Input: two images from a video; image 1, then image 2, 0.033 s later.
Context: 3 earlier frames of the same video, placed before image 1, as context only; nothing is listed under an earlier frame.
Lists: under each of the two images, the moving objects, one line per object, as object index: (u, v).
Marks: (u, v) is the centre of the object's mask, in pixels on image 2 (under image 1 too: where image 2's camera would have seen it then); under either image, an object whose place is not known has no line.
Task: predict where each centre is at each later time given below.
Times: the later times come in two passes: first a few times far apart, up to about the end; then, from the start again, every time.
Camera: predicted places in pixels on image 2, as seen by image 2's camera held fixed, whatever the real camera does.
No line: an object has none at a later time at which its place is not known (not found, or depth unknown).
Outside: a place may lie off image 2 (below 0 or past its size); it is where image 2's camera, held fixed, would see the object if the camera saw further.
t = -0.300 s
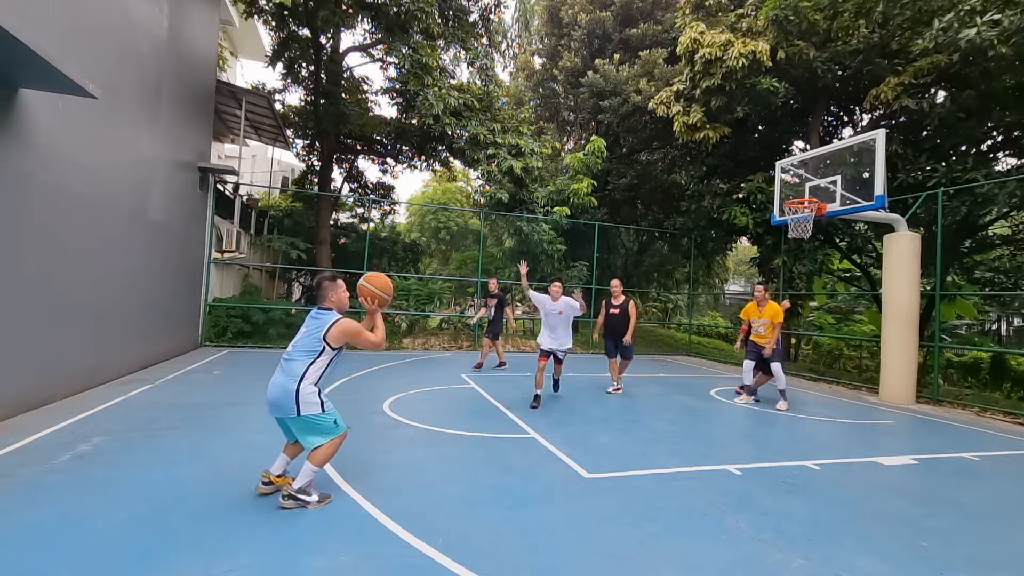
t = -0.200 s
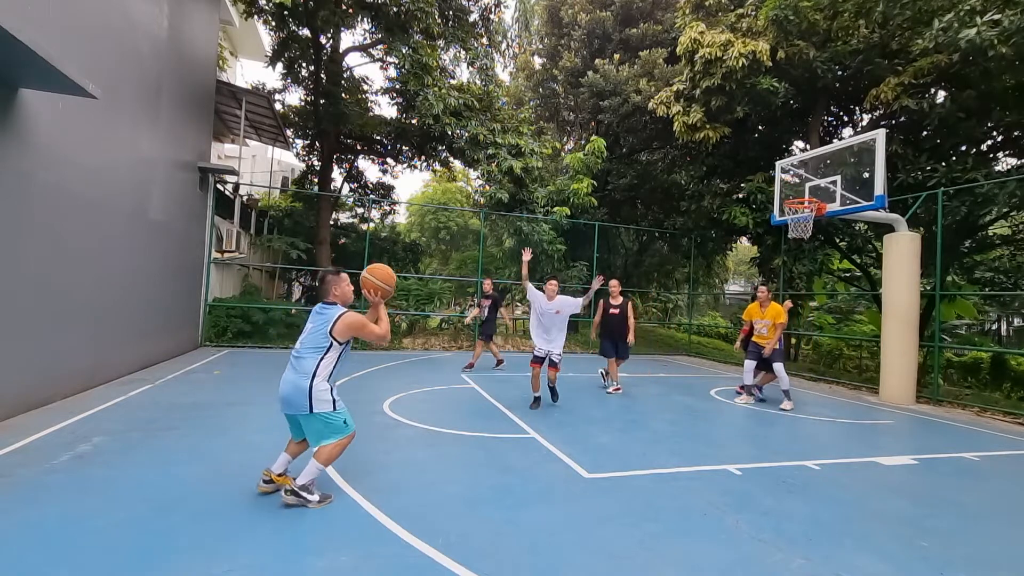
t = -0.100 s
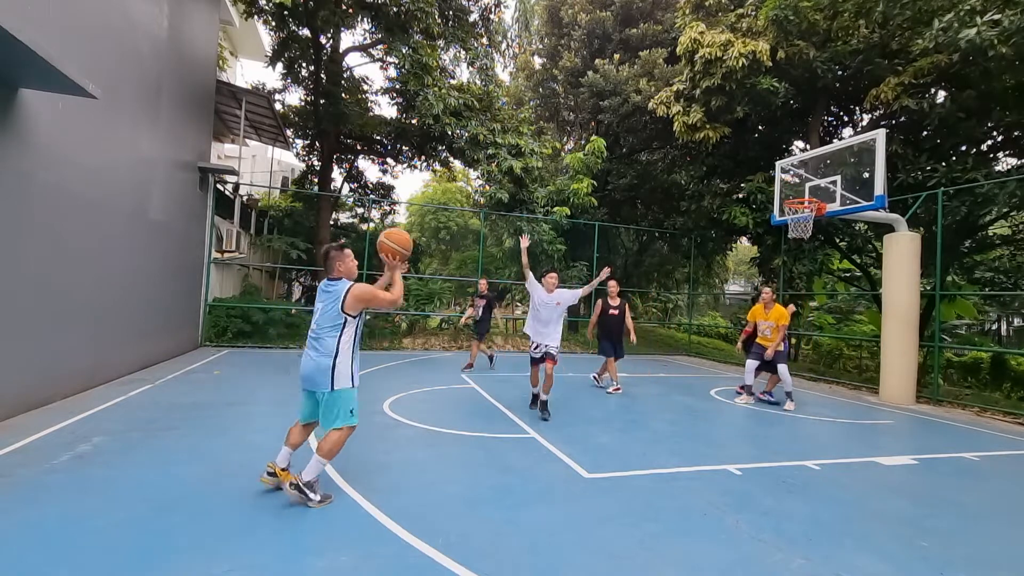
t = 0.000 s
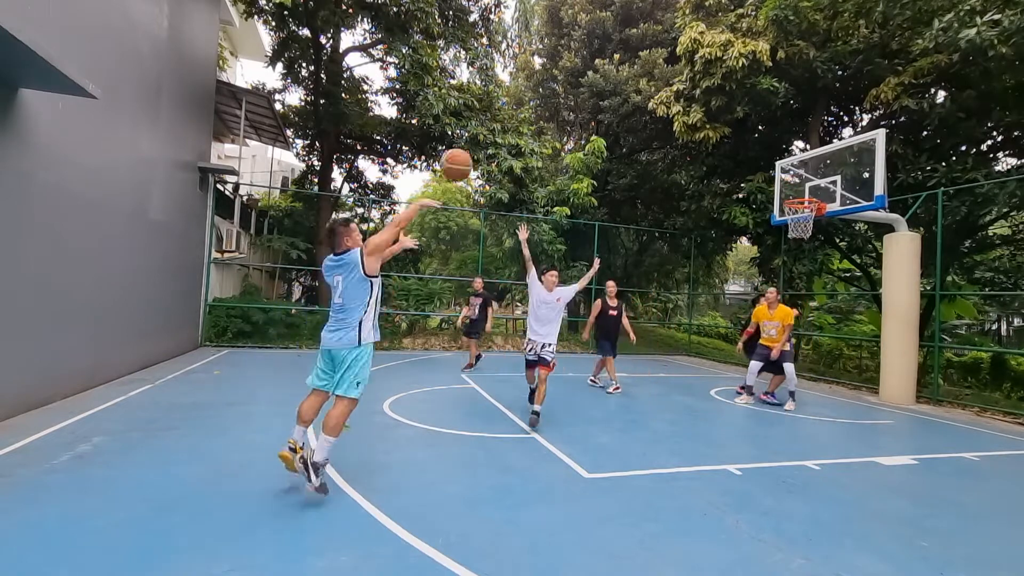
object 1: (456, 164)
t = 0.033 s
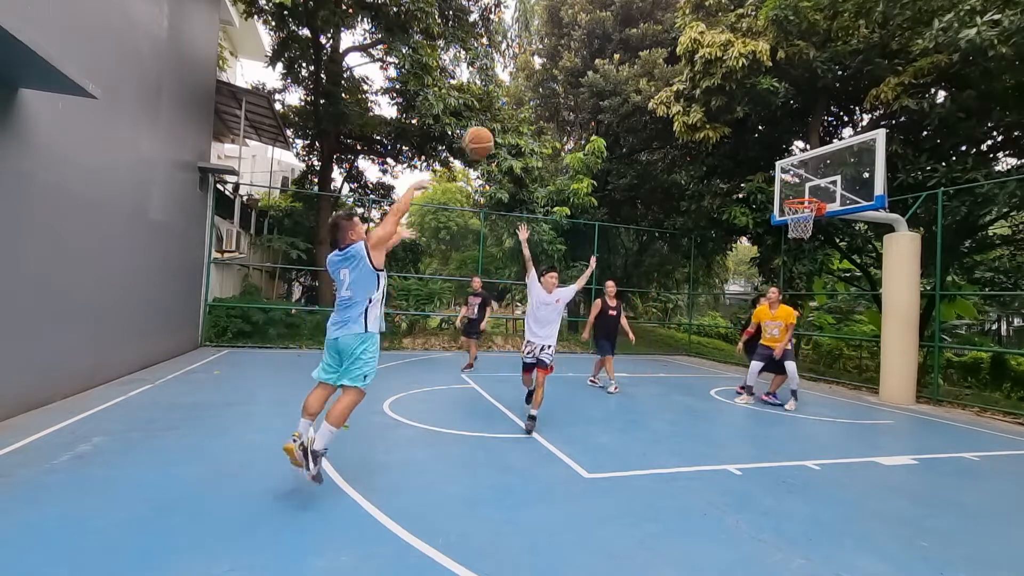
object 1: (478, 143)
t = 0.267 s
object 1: (599, 50)
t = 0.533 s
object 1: (692, 33)
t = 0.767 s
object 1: (748, 70)
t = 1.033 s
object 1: (796, 144)
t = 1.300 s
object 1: (826, 172)
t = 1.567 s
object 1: (800, 153)
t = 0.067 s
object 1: (499, 122)
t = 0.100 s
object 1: (518, 105)
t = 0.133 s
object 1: (535, 89)
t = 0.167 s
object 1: (552, 77)
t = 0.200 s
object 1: (569, 66)
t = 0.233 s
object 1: (584, 57)
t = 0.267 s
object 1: (599, 50)
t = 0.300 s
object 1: (613, 44)
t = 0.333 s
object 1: (626, 39)
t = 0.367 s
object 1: (638, 35)
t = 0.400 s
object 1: (650, 32)
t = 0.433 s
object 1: (661, 31)
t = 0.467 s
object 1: (671, 32)
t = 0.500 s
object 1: (682, 32)
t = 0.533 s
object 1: (692, 33)
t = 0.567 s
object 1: (700, 37)
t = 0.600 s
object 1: (708, 42)
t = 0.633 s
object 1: (718, 46)
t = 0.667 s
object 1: (725, 51)
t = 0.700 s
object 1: (733, 56)
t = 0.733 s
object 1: (742, 61)
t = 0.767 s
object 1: (748, 70)
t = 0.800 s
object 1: (754, 77)
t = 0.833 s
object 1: (762, 86)
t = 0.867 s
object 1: (768, 95)
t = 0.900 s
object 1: (774, 104)
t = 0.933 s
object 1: (780, 113)
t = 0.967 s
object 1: (786, 123)
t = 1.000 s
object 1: (791, 134)
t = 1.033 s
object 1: (796, 144)
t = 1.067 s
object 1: (802, 155)
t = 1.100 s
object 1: (806, 167)
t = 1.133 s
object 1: (810, 179)
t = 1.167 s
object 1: (814, 191)
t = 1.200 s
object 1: (818, 187)
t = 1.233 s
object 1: (822, 180)
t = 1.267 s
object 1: (825, 177)
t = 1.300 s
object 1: (826, 172)
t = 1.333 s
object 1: (823, 166)
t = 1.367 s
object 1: (819, 163)
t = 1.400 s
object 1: (817, 159)
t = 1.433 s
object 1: (813, 157)
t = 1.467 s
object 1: (810, 155)
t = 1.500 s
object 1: (806, 153)
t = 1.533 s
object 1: (803, 153)
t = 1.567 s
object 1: (800, 153)
